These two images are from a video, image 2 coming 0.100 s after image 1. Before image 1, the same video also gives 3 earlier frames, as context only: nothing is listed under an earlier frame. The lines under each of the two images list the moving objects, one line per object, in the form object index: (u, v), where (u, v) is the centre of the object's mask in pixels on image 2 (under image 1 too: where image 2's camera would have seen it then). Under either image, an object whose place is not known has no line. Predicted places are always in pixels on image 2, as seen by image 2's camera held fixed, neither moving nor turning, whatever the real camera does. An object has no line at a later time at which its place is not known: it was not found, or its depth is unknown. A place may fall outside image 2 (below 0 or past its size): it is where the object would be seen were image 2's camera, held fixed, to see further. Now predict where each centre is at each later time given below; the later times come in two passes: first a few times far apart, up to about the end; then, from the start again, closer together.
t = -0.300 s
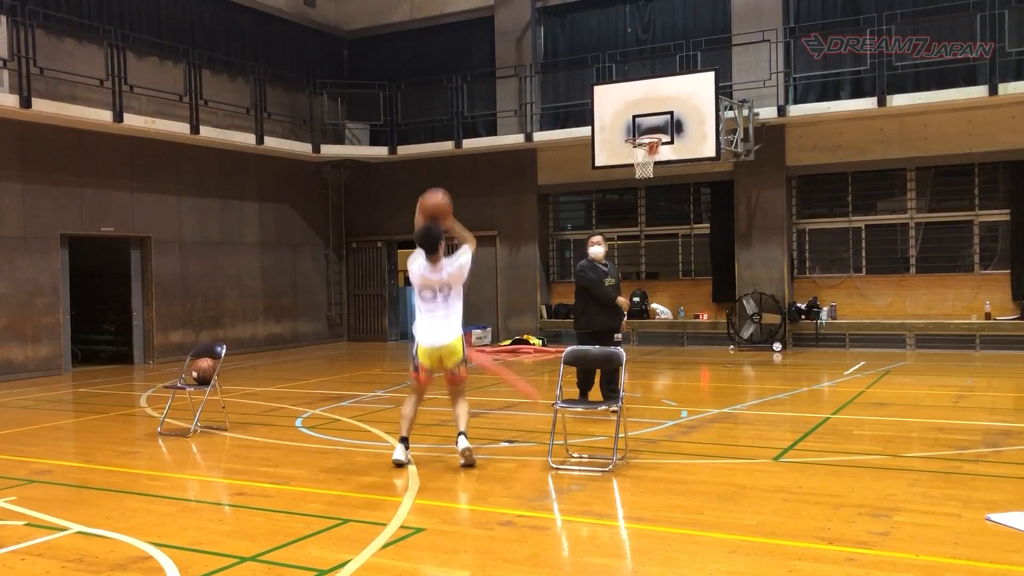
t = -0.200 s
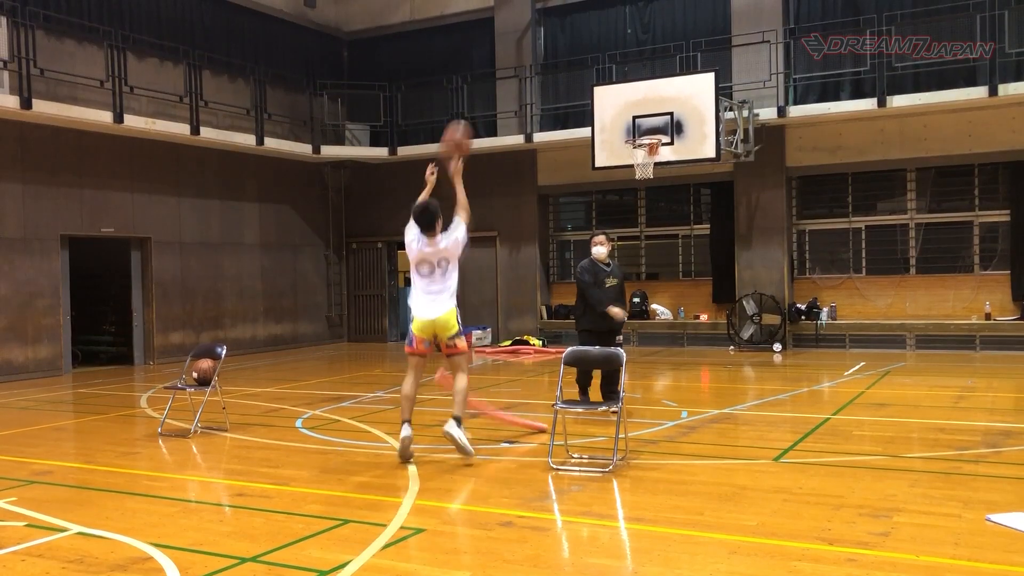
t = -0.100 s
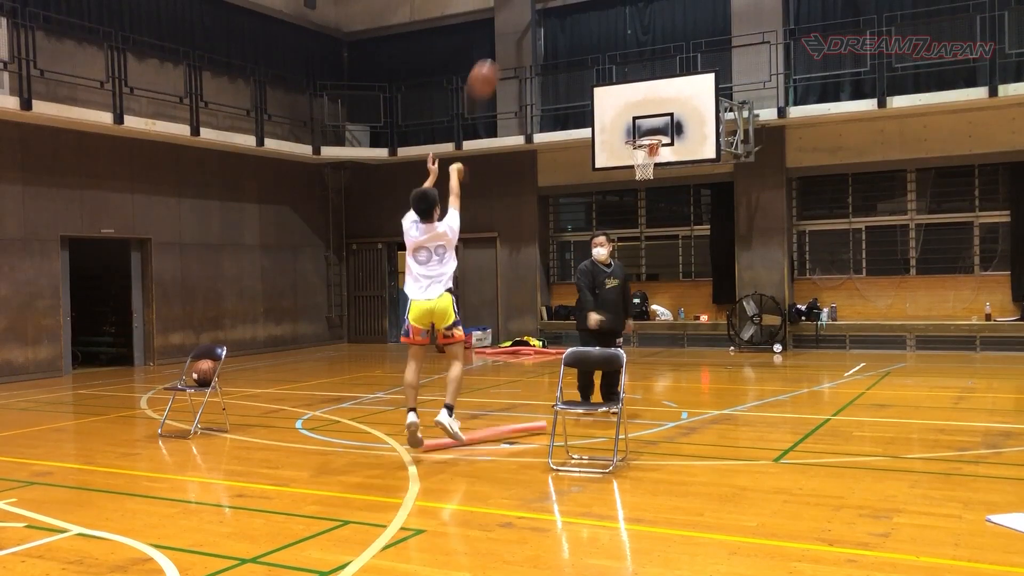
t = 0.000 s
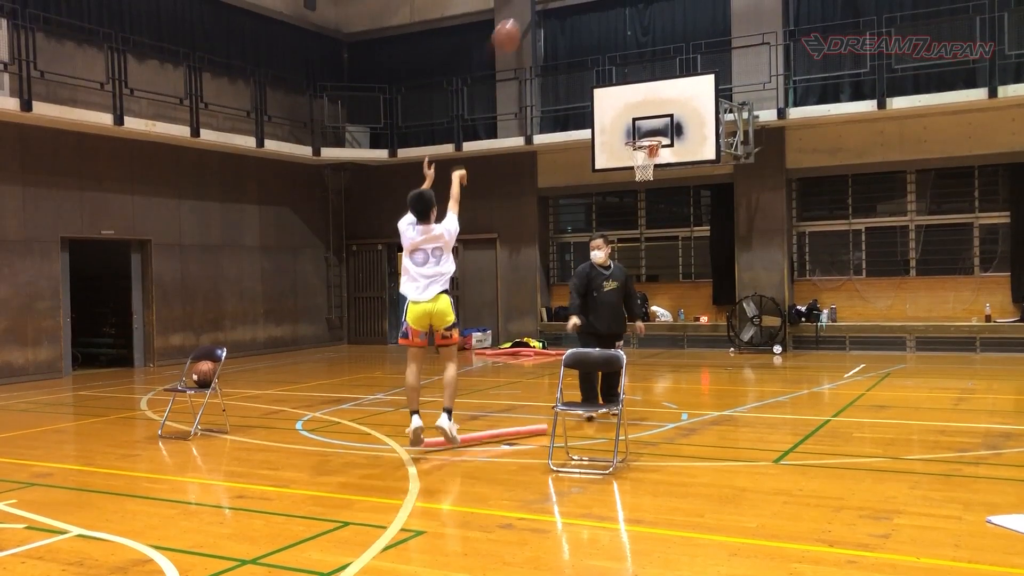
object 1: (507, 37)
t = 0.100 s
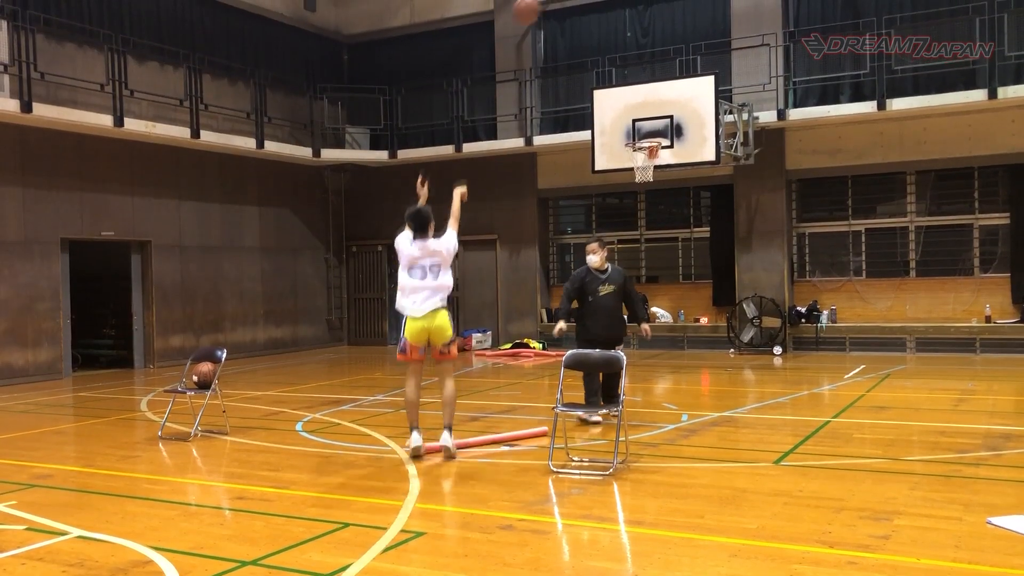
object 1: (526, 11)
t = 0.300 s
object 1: (562, 0)
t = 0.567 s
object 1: (600, 23)
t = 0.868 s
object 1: (632, 114)
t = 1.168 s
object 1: (698, 102)
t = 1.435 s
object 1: (777, 109)
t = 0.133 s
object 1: (532, 7)
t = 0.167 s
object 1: (539, 4)
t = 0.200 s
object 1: (543, 3)
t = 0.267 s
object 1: (555, 1)
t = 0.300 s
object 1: (562, 0)
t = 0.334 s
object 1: (566, 0)
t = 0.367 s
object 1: (571, 1)
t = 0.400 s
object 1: (578, 2)
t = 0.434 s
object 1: (582, 3)
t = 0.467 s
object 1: (587, 6)
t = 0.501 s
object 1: (591, 10)
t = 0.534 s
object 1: (596, 17)
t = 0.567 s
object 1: (600, 23)
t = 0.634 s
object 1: (608, 40)
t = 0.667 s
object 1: (611, 47)
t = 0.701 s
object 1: (616, 59)
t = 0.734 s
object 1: (619, 68)
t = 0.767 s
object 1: (622, 77)
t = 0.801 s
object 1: (625, 91)
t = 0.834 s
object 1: (629, 104)
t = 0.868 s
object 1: (632, 114)
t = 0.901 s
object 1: (635, 129)
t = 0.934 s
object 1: (638, 136)
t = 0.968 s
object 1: (645, 131)
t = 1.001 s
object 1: (655, 126)
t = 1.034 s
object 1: (663, 121)
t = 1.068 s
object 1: (672, 115)
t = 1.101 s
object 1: (680, 110)
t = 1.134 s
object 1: (689, 105)
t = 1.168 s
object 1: (698, 102)
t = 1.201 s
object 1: (707, 100)
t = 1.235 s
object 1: (717, 98)
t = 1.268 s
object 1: (726, 97)
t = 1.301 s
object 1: (735, 98)
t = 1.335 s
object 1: (745, 99)
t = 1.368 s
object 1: (755, 101)
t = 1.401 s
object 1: (765, 104)
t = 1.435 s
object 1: (777, 109)
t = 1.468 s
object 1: (787, 113)
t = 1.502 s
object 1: (799, 120)
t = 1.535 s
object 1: (810, 127)
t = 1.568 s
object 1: (821, 135)
